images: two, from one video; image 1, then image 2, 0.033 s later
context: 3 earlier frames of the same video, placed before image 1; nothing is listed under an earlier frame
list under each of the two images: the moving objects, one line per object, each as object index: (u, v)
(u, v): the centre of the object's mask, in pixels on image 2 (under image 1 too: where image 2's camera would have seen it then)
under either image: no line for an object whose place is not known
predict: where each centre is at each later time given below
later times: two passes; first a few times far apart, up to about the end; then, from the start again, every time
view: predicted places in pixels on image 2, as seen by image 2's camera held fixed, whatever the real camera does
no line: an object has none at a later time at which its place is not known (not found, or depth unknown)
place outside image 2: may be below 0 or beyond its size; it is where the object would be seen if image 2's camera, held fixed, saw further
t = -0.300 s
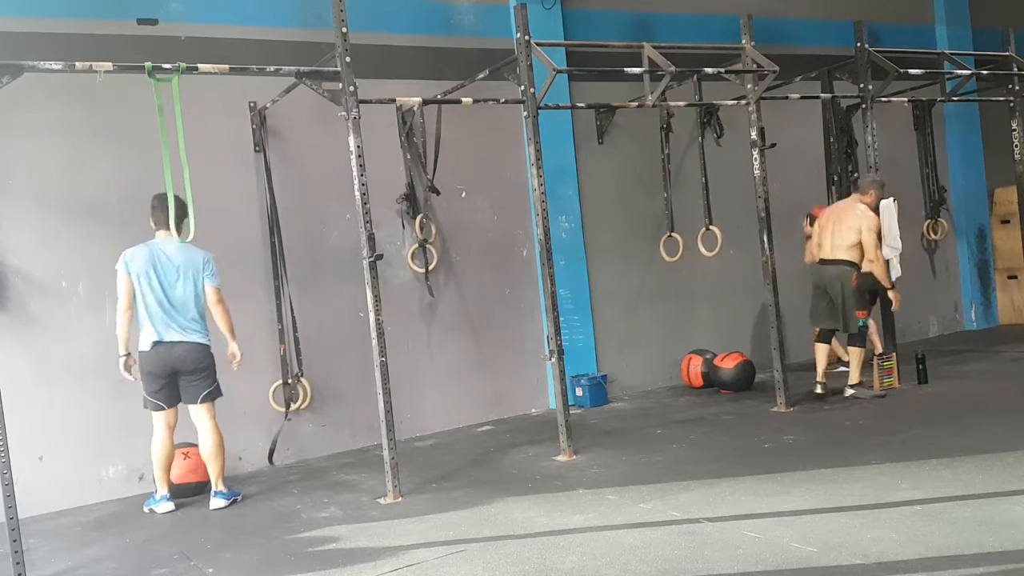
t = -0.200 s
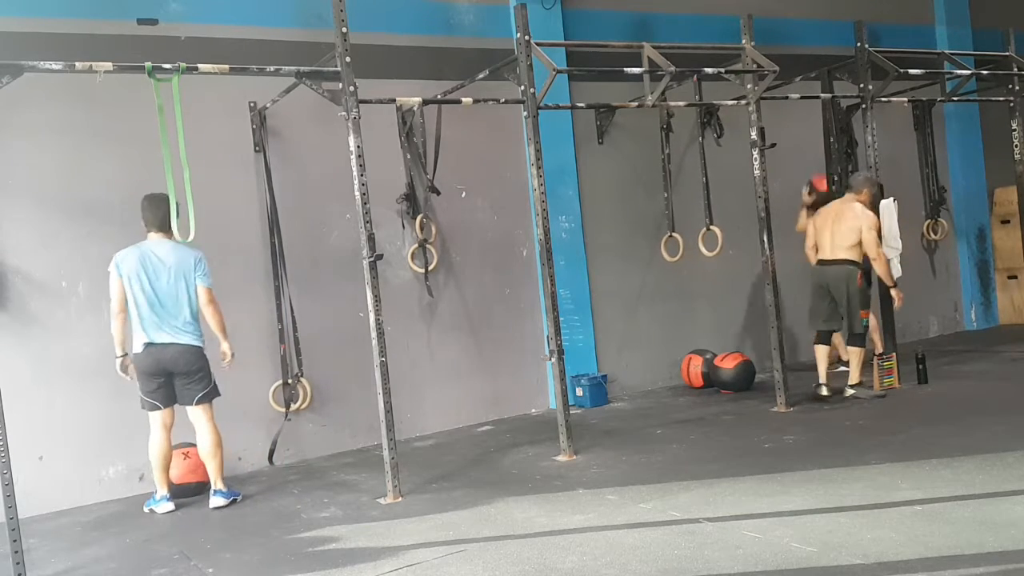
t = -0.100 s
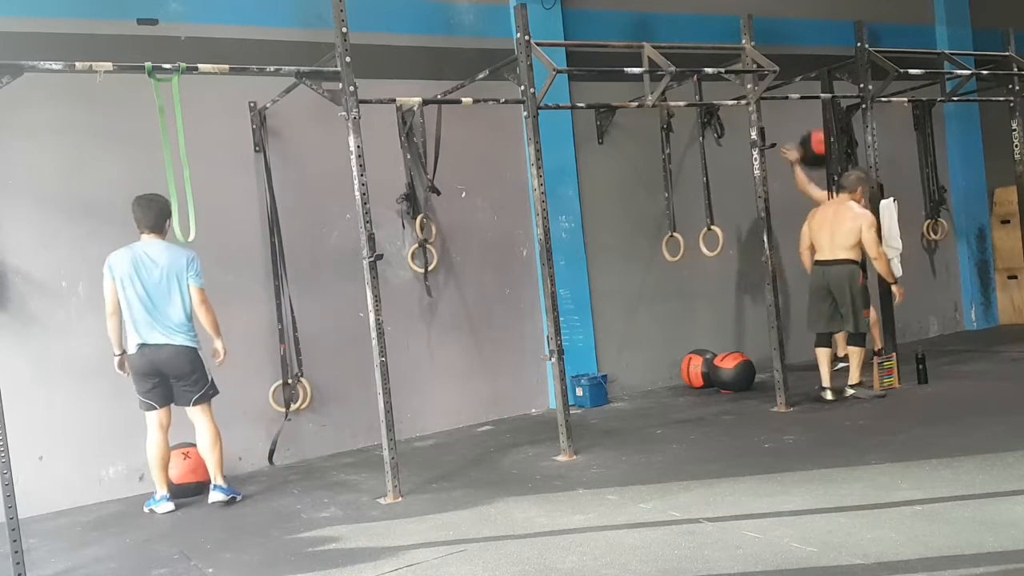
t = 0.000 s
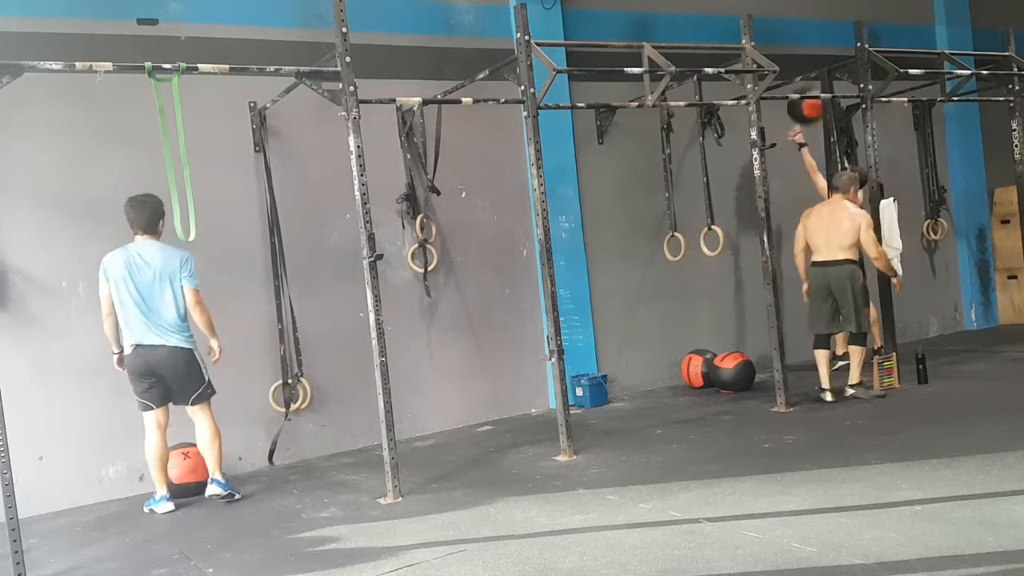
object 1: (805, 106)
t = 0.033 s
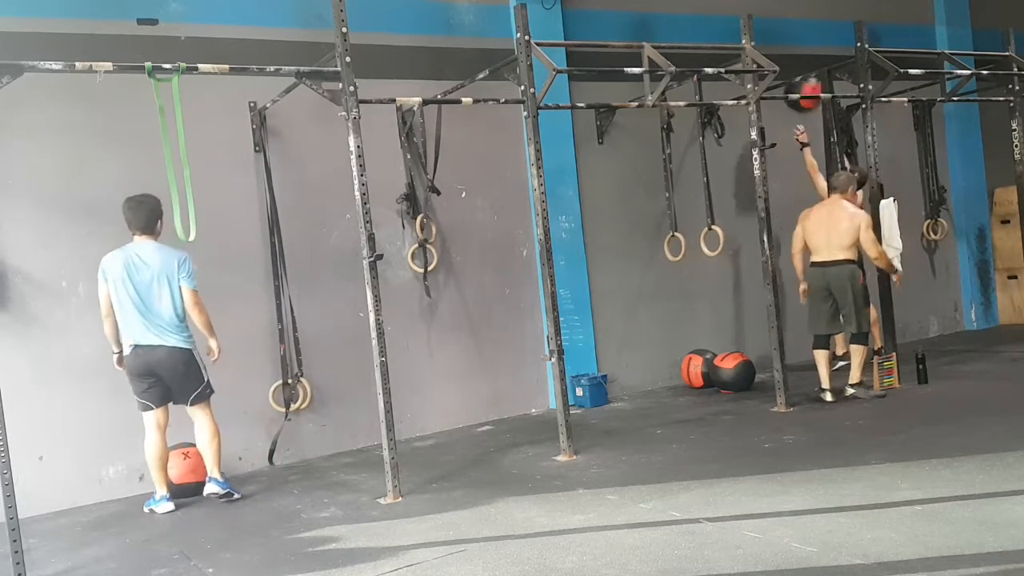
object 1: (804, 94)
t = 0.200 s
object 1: (789, 44)
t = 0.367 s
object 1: (778, 33)
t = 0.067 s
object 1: (801, 81)
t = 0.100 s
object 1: (798, 71)
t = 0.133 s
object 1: (796, 61)
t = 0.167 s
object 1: (792, 54)
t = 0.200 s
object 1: (789, 44)
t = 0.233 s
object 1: (786, 43)
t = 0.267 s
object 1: (785, 38)
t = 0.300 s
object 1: (782, 35)
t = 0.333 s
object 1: (780, 34)
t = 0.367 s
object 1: (778, 33)
